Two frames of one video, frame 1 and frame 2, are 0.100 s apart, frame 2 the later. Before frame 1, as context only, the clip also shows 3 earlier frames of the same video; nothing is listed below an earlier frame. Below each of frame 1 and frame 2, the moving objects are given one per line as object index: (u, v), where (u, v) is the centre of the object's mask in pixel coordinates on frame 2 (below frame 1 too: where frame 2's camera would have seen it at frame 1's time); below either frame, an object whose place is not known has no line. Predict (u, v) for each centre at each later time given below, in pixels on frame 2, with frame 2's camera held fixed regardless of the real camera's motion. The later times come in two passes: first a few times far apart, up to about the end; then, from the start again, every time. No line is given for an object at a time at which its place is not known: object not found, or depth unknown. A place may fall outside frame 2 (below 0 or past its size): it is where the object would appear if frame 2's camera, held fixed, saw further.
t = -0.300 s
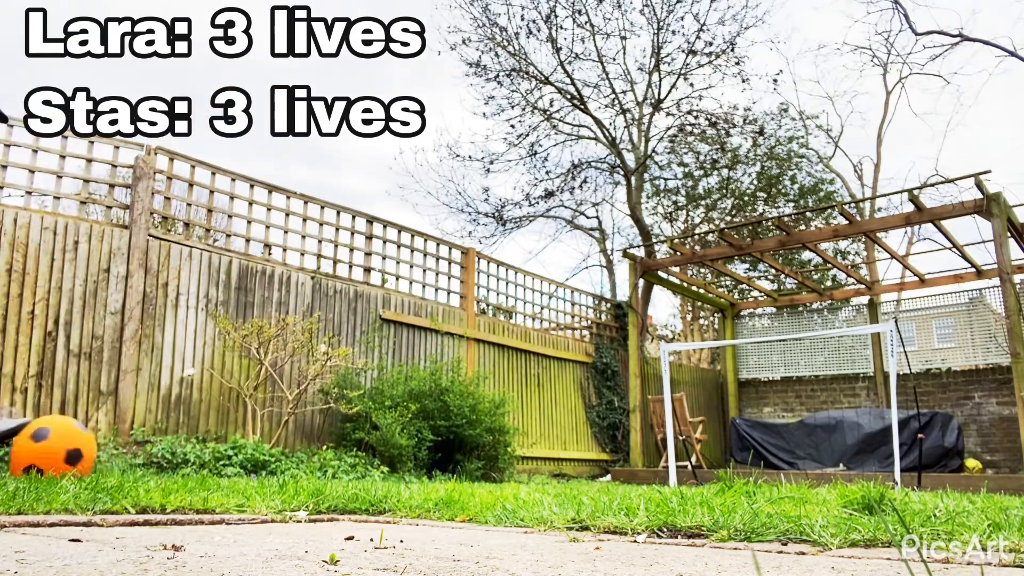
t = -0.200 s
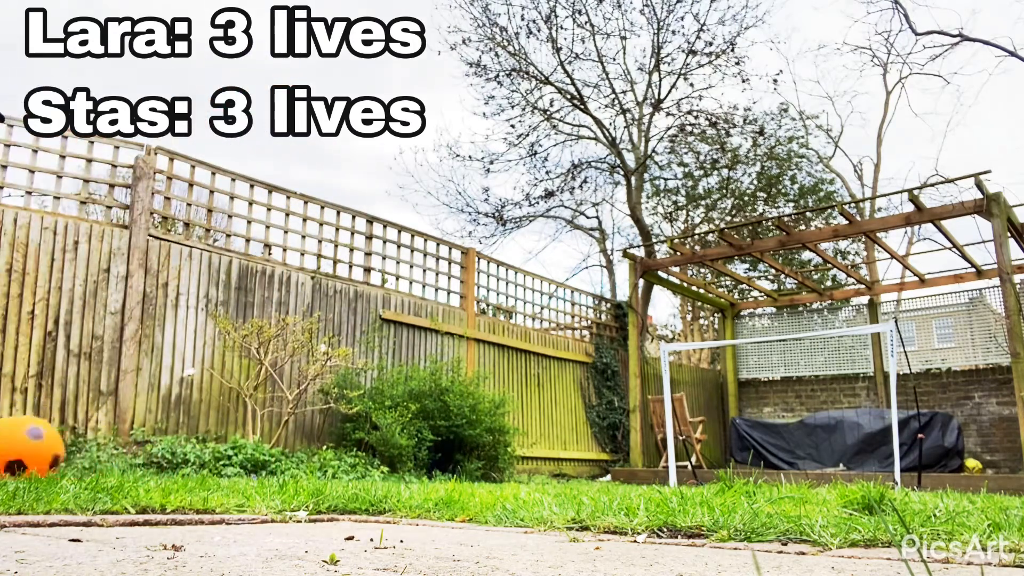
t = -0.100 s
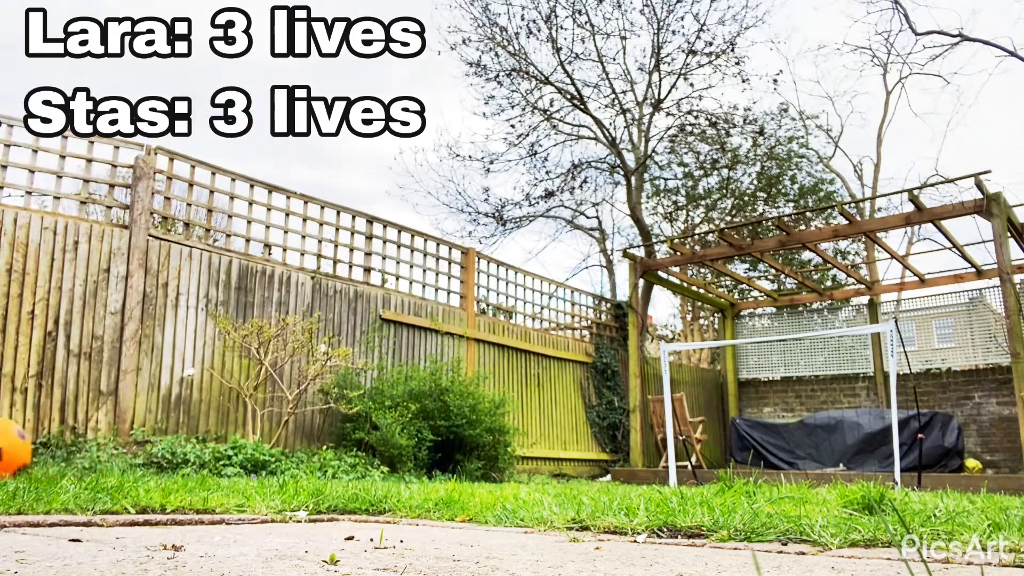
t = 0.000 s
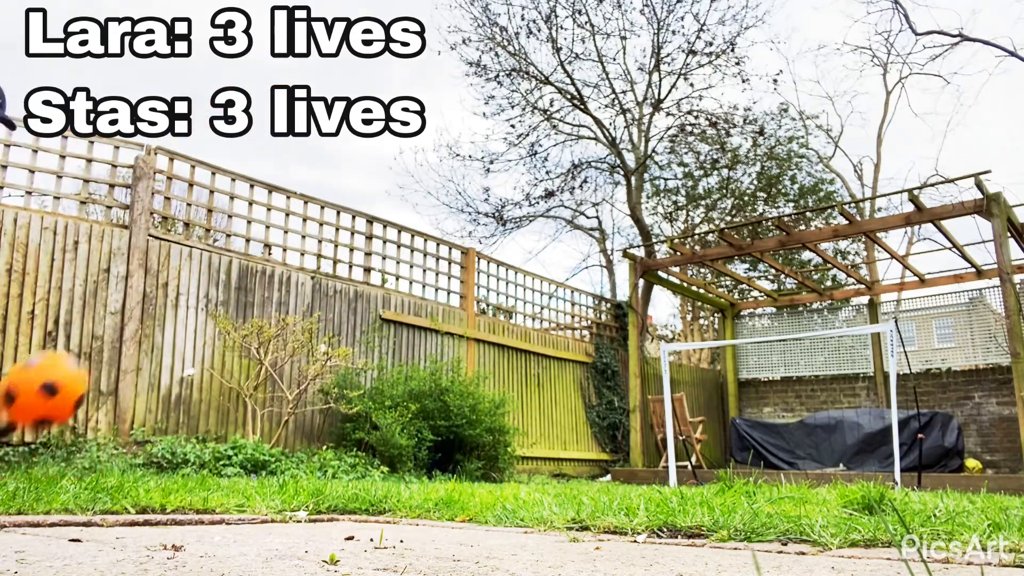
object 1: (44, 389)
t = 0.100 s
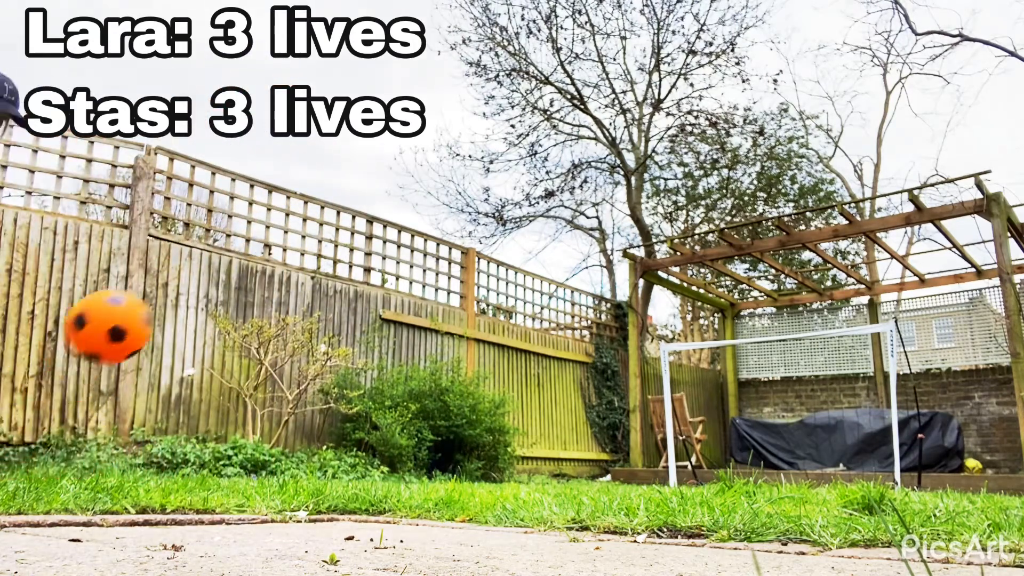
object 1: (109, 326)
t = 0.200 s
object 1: (167, 298)
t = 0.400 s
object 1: (269, 338)
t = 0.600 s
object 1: (354, 444)
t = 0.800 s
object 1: (406, 392)
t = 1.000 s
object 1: (453, 459)
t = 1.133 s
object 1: (508, 443)
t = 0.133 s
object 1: (128, 313)
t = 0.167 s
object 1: (148, 303)
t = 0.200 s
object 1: (167, 298)
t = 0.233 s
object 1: (186, 295)
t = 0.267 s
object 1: (203, 297)
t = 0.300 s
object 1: (221, 302)
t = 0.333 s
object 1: (237, 311)
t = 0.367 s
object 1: (253, 323)
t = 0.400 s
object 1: (269, 338)
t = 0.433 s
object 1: (285, 359)
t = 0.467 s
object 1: (301, 381)
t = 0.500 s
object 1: (315, 408)
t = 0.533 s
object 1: (329, 438)
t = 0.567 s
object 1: (345, 458)
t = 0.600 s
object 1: (354, 444)
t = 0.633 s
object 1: (364, 426)
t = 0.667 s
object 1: (373, 412)
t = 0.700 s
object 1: (382, 402)
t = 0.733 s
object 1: (390, 395)
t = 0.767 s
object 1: (398, 392)
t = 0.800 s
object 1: (406, 392)
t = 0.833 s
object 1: (414, 396)
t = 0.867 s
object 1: (421, 403)
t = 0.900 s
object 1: (429, 414)
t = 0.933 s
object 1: (437, 429)
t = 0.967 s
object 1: (444, 446)
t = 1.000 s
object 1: (453, 459)
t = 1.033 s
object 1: (467, 452)
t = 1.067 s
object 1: (480, 447)
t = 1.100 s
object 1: (494, 443)
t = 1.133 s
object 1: (508, 443)
